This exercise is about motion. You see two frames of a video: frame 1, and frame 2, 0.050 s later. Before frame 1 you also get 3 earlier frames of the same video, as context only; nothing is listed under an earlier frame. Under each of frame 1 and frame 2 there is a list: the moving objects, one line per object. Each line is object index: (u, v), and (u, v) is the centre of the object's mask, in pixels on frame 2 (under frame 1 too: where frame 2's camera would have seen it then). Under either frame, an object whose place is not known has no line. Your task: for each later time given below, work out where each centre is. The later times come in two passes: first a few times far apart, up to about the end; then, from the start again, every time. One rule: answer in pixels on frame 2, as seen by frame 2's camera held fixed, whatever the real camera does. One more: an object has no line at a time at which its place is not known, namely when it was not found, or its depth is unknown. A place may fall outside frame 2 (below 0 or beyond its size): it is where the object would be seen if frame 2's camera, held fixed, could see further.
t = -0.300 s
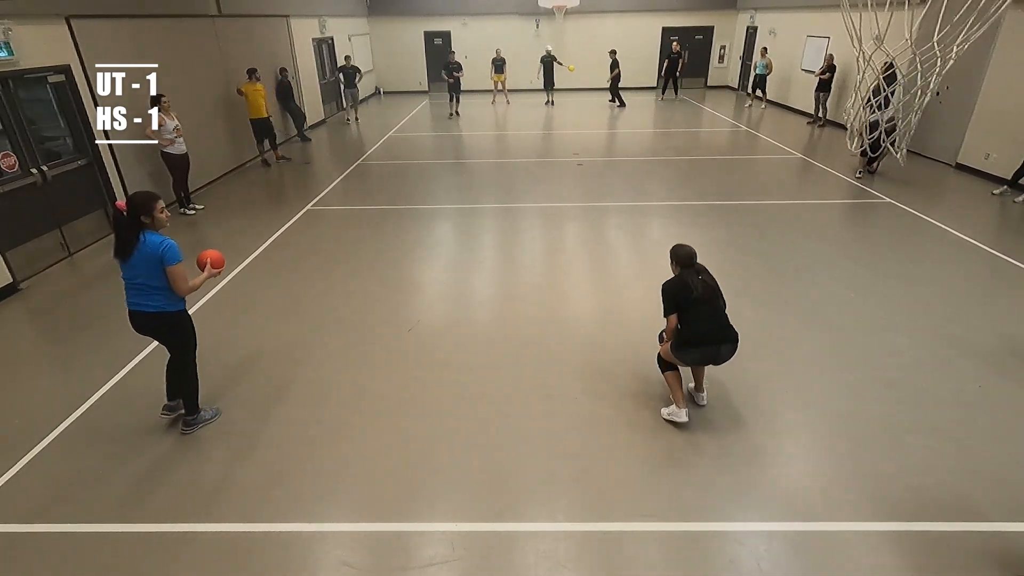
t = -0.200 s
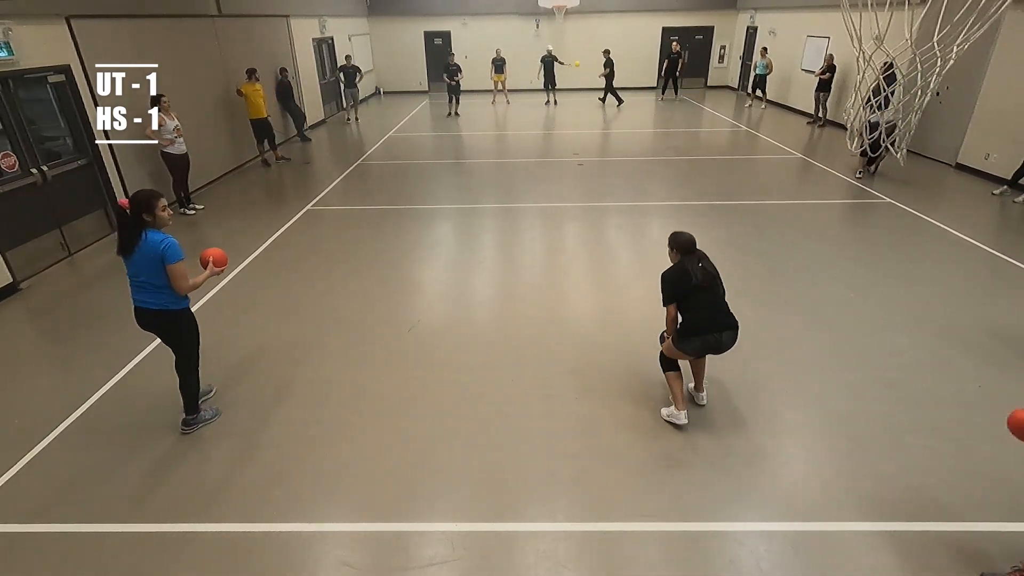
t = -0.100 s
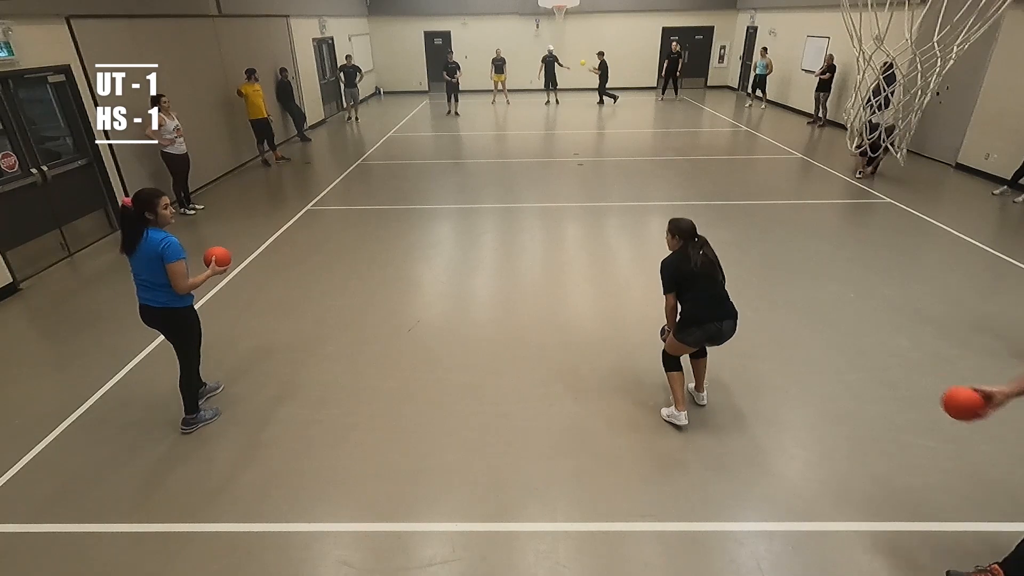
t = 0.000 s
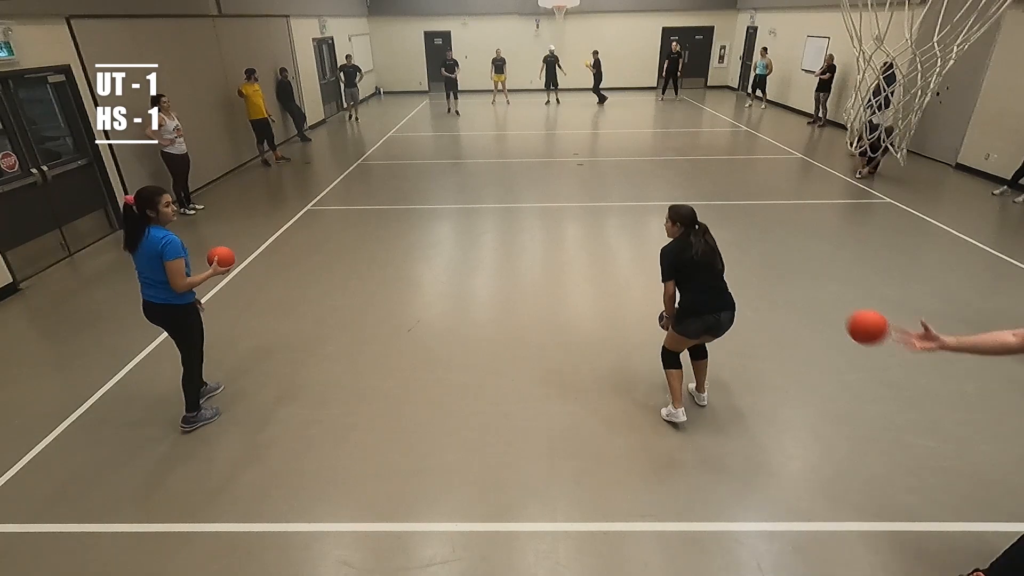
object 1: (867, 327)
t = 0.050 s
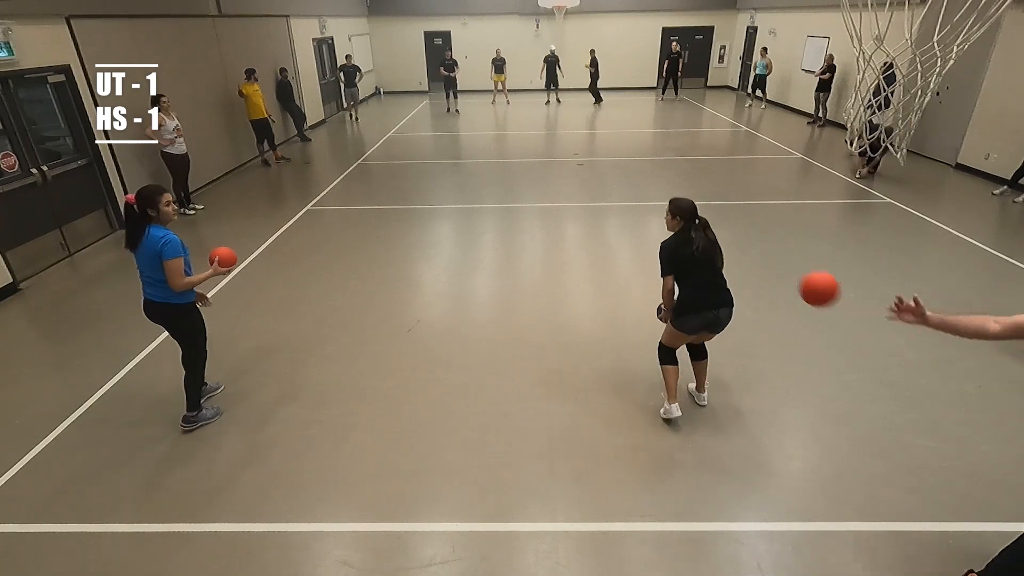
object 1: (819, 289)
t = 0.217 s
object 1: (655, 195)
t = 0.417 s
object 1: (469, 162)
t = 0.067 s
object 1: (802, 277)
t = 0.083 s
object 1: (787, 266)
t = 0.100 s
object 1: (770, 255)
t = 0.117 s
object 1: (754, 244)
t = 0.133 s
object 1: (738, 235)
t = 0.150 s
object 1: (721, 226)
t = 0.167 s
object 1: (704, 218)
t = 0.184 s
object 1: (688, 210)
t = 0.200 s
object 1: (672, 202)
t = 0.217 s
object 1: (655, 195)
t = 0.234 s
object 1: (638, 189)
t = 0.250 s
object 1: (622, 184)
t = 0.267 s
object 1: (606, 179)
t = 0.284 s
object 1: (590, 175)
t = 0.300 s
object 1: (574, 171)
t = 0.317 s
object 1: (558, 168)
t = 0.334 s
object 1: (543, 166)
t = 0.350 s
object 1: (528, 164)
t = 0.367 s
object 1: (513, 162)
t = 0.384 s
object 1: (499, 161)
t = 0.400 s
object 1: (484, 161)
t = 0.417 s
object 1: (469, 162)
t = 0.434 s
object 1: (455, 162)
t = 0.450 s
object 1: (441, 164)
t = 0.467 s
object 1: (427, 166)
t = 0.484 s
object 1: (414, 168)
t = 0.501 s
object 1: (402, 171)
